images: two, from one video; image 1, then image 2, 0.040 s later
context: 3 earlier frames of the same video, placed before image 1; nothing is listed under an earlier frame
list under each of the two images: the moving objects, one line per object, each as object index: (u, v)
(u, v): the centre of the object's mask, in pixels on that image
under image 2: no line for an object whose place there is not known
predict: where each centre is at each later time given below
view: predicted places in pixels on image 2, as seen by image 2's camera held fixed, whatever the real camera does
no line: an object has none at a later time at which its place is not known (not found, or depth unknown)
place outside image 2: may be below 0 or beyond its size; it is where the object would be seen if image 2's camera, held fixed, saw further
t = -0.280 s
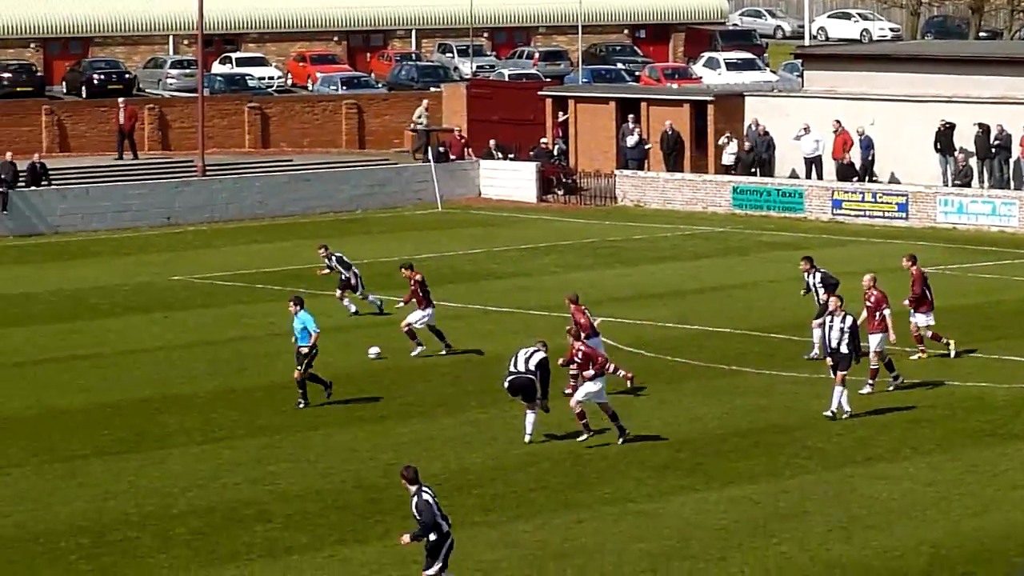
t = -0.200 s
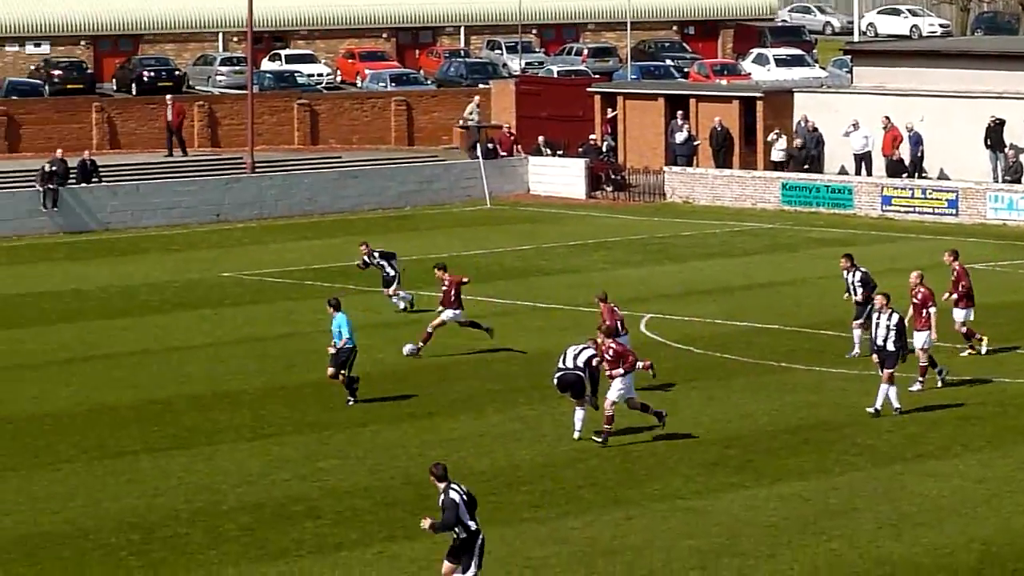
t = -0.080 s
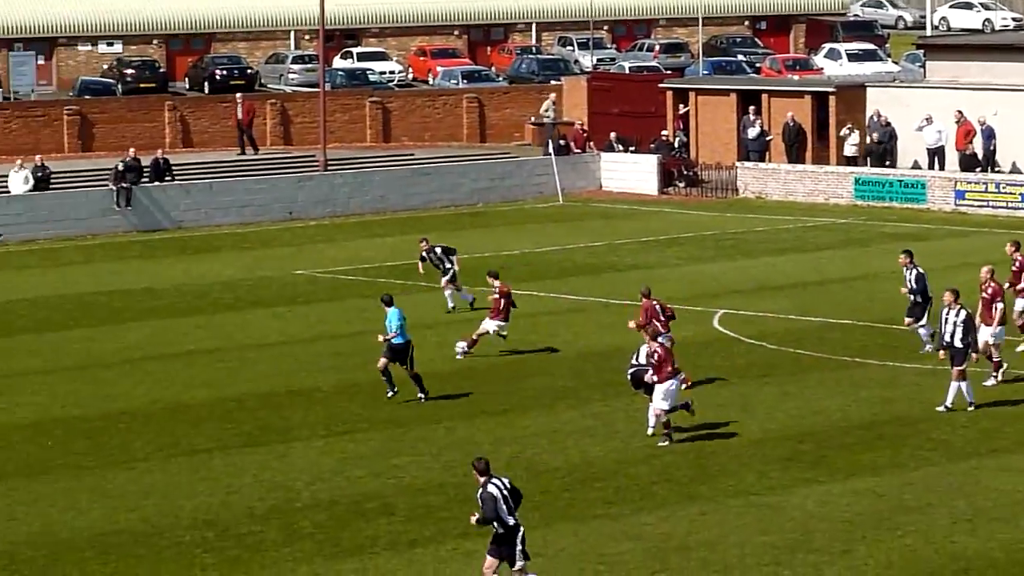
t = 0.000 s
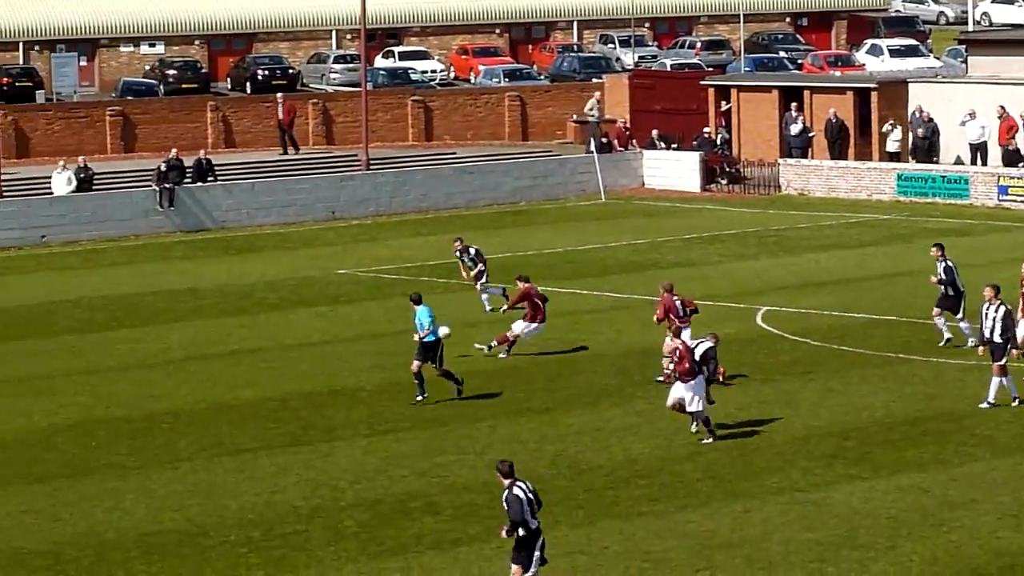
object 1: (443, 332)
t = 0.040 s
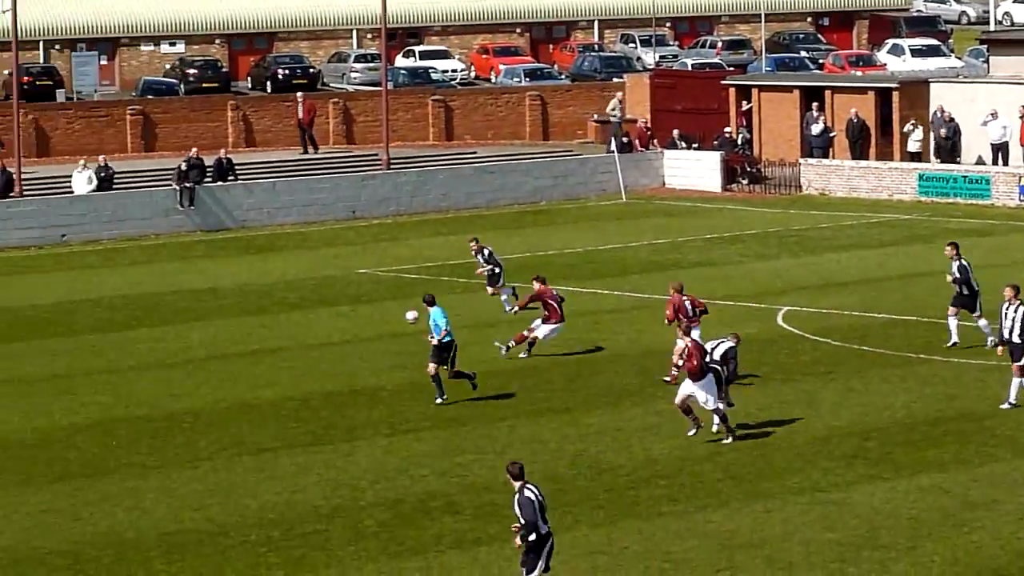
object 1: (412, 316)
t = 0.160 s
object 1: (248, 273)
